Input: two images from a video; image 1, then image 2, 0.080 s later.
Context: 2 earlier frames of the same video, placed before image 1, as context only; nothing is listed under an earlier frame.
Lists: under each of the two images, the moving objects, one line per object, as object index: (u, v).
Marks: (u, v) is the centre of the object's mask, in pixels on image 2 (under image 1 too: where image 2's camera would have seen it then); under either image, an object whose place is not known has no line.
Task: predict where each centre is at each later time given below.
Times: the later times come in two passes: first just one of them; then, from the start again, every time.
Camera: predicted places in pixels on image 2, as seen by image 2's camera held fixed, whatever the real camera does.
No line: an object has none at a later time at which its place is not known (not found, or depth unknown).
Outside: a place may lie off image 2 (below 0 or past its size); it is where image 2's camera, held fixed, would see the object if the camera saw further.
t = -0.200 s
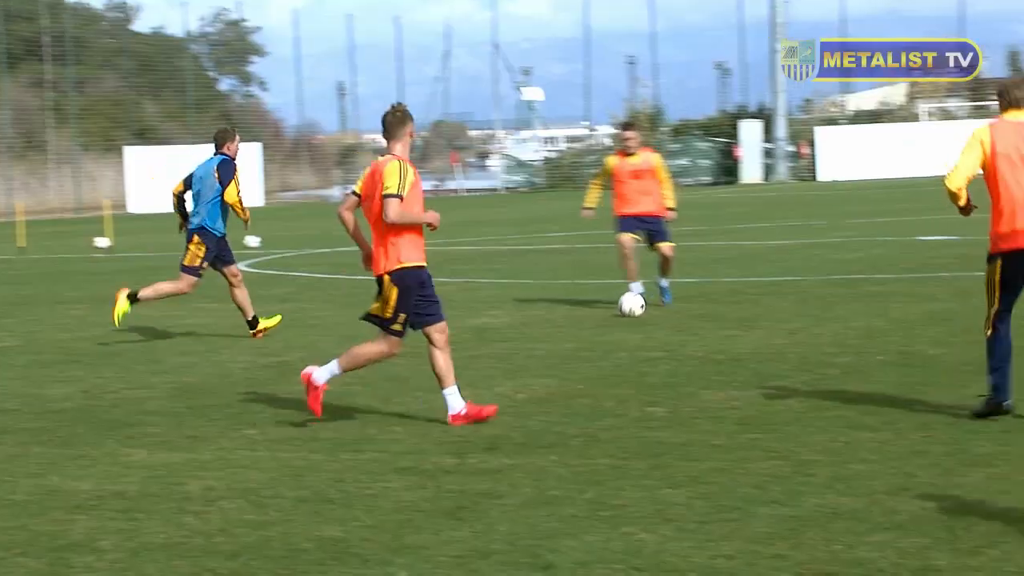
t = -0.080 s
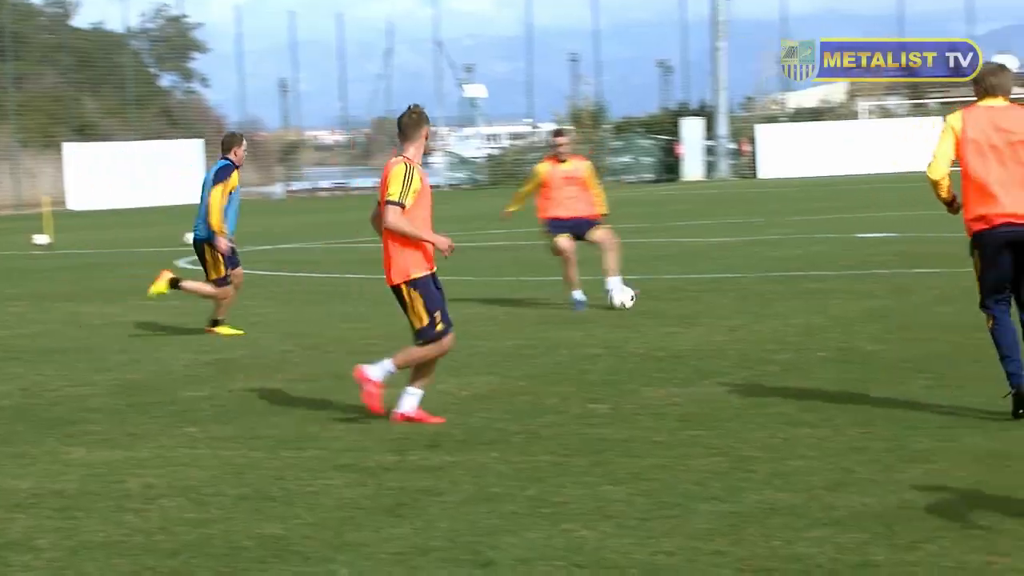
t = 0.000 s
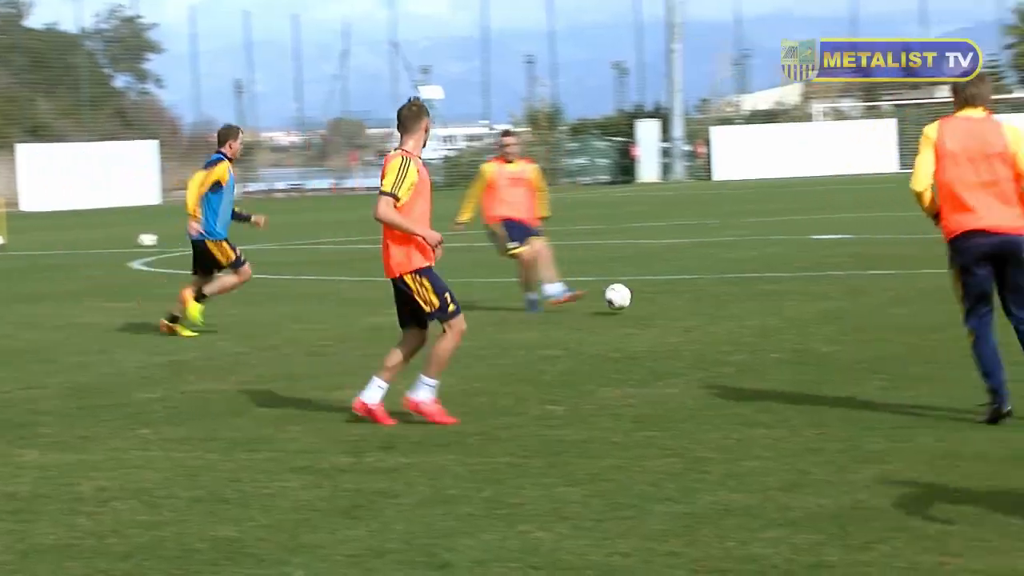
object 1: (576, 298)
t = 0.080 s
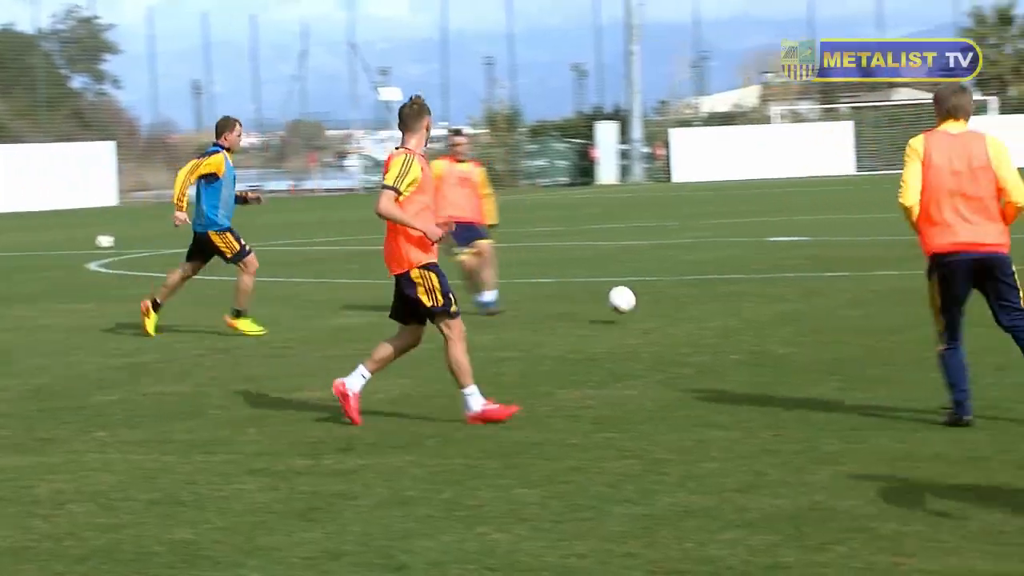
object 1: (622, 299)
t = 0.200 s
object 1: (699, 318)
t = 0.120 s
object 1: (646, 303)
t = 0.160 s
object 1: (673, 309)
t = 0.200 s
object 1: (699, 318)
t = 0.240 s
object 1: (724, 320)
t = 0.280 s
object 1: (750, 319)
